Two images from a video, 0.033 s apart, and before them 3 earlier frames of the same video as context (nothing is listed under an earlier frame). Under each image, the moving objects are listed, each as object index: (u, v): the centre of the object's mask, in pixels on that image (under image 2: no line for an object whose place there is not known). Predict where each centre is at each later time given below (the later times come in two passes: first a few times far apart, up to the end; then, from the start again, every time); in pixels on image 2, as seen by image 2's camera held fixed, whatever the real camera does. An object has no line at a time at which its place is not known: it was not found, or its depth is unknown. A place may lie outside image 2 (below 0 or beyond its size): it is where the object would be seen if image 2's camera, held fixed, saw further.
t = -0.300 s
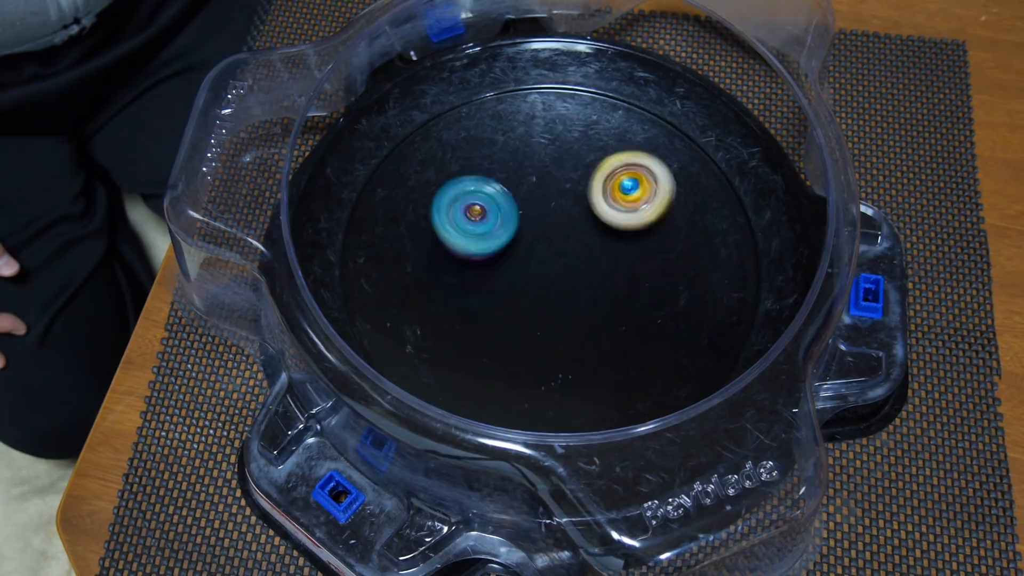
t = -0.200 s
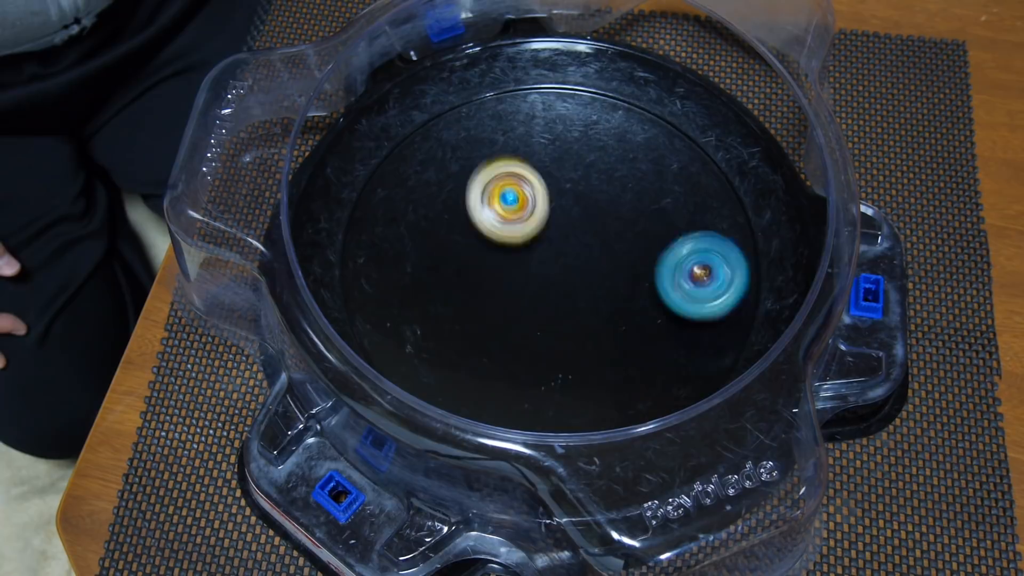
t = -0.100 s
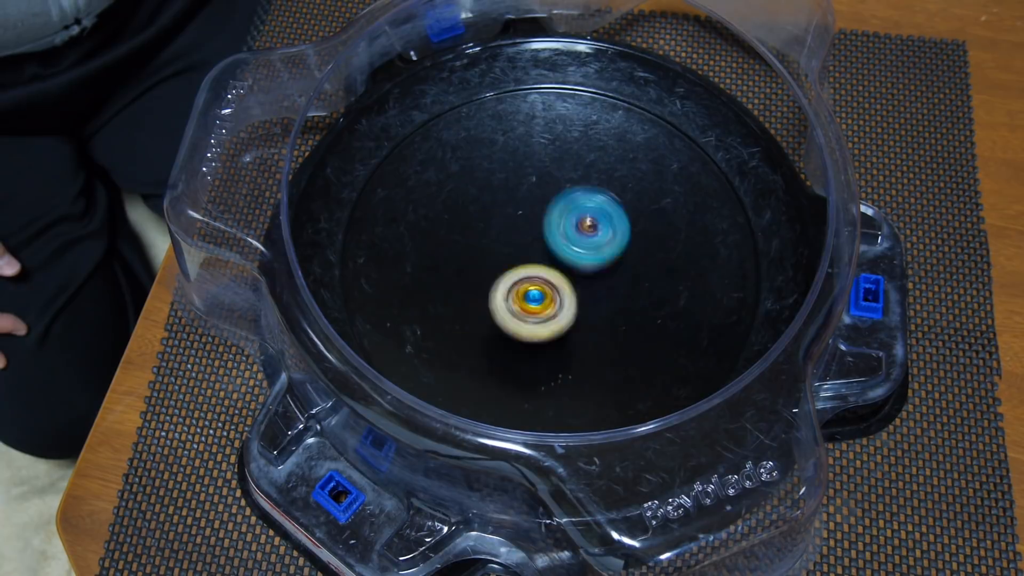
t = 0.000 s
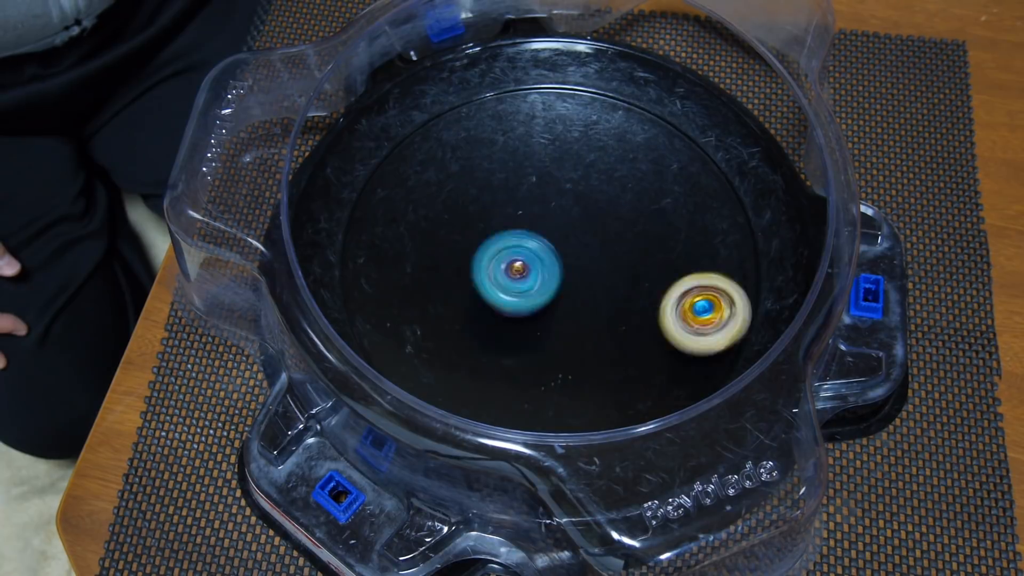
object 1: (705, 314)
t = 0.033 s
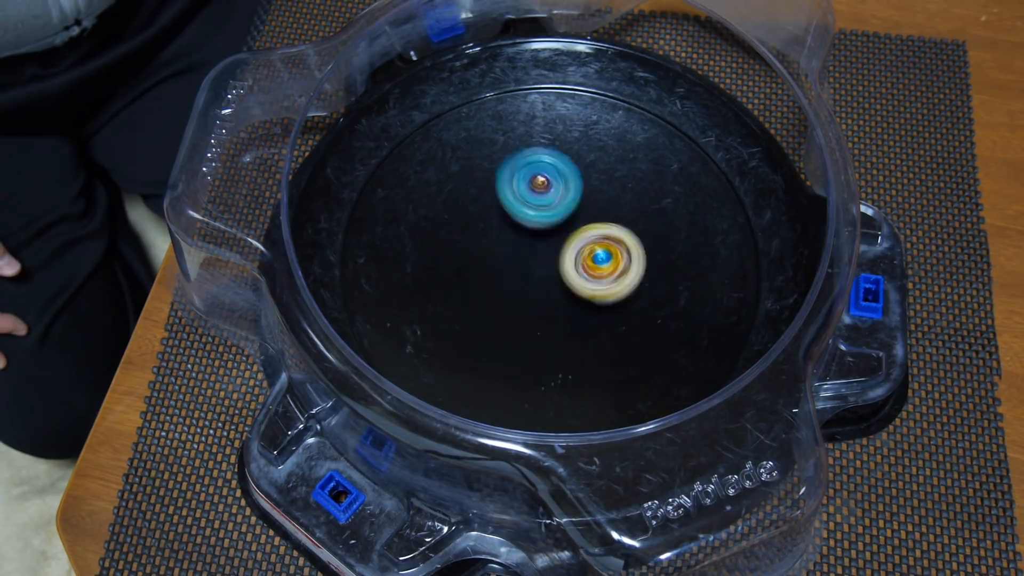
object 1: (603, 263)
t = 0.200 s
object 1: (472, 201)
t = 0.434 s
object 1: (578, 231)
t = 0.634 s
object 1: (630, 220)
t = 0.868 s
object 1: (562, 290)
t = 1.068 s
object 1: (528, 219)
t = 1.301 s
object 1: (507, 192)
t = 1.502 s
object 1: (513, 205)
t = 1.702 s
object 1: (500, 218)
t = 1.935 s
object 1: (519, 242)
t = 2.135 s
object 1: (518, 244)
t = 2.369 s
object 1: (525, 248)
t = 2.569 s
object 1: (522, 248)
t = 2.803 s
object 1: (531, 242)
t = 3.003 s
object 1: (511, 255)
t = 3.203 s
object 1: (520, 252)
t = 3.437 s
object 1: (539, 248)
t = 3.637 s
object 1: (537, 248)
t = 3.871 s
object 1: (532, 271)
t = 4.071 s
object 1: (531, 284)
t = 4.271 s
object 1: (530, 281)
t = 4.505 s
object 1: (530, 281)
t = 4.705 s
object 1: (530, 281)
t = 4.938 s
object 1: (530, 281)
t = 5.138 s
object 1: (530, 281)
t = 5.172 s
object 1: (530, 281)
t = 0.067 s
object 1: (604, 188)
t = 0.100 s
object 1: (589, 203)
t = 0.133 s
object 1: (553, 220)
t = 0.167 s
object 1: (455, 220)
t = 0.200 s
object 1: (472, 201)
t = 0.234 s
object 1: (550, 284)
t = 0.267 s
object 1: (573, 341)
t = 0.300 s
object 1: (582, 287)
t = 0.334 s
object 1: (623, 217)
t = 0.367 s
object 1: (650, 220)
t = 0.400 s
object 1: (586, 267)
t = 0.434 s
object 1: (578, 231)
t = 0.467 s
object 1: (630, 200)
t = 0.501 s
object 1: (608, 234)
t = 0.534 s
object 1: (575, 257)
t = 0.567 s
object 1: (580, 205)
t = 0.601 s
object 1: (630, 184)
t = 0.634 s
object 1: (630, 220)
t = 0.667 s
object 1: (601, 272)
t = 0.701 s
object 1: (604, 250)
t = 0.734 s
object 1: (617, 224)
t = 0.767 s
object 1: (612, 251)
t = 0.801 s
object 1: (579, 297)
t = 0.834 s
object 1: (558, 305)
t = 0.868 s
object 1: (562, 290)
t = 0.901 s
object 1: (532, 286)
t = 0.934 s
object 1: (519, 237)
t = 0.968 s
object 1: (520, 228)
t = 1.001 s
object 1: (522, 224)
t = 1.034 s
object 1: (525, 221)
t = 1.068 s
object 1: (528, 219)
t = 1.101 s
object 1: (522, 214)
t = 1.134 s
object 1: (517, 208)
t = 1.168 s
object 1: (513, 203)
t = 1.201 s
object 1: (511, 200)
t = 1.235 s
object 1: (509, 196)
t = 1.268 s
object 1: (508, 194)
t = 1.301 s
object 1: (507, 192)
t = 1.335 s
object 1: (509, 192)
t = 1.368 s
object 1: (511, 195)
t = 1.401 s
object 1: (513, 197)
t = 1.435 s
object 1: (514, 200)
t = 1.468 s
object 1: (515, 202)
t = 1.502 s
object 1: (513, 205)
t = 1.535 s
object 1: (507, 204)
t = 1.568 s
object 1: (504, 206)
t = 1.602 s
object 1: (502, 208)
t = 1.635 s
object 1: (500, 211)
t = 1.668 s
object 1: (500, 215)
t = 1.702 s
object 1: (500, 218)
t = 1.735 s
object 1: (504, 223)
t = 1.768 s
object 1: (506, 228)
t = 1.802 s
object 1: (510, 234)
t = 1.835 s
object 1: (513, 237)
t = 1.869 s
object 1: (519, 239)
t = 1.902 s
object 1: (525, 241)
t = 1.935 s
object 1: (519, 242)
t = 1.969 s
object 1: (514, 244)
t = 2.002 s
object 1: (514, 244)
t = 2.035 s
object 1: (515, 243)
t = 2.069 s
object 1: (516, 244)
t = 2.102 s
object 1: (519, 243)
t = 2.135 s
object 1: (518, 244)
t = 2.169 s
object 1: (517, 246)
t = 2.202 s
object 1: (518, 245)
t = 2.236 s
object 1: (519, 244)
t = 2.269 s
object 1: (519, 246)
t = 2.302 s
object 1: (522, 246)
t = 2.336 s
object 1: (524, 246)
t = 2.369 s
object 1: (525, 248)
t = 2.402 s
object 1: (527, 249)
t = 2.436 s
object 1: (525, 249)
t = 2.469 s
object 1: (522, 250)
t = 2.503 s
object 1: (522, 249)
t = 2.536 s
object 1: (524, 250)
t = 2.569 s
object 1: (522, 248)
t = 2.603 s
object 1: (523, 248)
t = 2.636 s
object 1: (526, 249)
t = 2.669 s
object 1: (525, 248)
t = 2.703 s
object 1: (526, 248)
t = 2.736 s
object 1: (528, 249)
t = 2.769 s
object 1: (530, 245)
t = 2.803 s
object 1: (531, 242)
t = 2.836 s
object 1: (525, 244)
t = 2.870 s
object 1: (523, 246)
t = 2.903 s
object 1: (525, 249)
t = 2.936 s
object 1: (528, 250)
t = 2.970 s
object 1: (518, 250)
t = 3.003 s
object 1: (511, 255)
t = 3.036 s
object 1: (508, 256)
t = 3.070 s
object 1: (509, 256)
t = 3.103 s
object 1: (509, 256)
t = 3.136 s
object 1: (513, 254)
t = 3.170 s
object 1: (515, 254)
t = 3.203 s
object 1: (520, 252)
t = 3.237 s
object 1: (526, 253)
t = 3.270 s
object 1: (532, 250)
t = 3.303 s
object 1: (537, 248)
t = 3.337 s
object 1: (539, 245)
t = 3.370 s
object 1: (540, 245)
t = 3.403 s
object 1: (542, 246)
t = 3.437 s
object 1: (539, 248)
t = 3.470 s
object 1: (538, 248)
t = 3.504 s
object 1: (537, 247)
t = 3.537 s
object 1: (536, 247)
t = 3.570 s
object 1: (536, 247)
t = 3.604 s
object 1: (535, 248)
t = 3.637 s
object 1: (537, 248)
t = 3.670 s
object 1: (536, 248)
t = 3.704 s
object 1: (535, 250)
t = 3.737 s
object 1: (533, 254)
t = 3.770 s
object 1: (531, 258)
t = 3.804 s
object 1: (531, 263)
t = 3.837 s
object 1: (532, 267)
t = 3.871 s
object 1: (532, 271)
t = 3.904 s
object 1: (532, 275)
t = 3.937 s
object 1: (532, 278)
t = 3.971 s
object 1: (531, 279)
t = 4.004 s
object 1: (530, 281)
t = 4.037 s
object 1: (531, 283)
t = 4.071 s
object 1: (531, 284)
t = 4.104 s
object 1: (531, 284)
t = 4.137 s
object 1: (530, 282)
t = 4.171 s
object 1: (530, 280)
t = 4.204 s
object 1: (529, 279)
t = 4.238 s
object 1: (529, 279)
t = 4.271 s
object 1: (530, 281)
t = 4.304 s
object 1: (530, 283)
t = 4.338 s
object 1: (529, 283)
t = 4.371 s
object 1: (529, 282)
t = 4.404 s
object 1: (529, 281)
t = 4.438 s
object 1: (530, 282)
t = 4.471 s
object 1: (530, 282)
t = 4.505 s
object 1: (530, 281)
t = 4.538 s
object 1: (530, 281)
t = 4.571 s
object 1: (530, 281)
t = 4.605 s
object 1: (530, 281)
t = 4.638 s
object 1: (530, 281)
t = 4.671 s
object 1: (530, 281)
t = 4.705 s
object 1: (530, 281)
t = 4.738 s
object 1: (530, 281)
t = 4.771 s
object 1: (530, 281)
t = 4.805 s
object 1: (530, 281)
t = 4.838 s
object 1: (529, 280)
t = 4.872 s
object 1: (529, 280)
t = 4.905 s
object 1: (530, 280)
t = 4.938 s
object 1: (530, 281)
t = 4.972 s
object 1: (530, 281)
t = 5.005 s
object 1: (530, 281)
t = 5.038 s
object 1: (530, 281)
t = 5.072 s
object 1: (530, 281)
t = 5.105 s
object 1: (530, 281)
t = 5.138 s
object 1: (530, 281)
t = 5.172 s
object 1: (530, 281)
